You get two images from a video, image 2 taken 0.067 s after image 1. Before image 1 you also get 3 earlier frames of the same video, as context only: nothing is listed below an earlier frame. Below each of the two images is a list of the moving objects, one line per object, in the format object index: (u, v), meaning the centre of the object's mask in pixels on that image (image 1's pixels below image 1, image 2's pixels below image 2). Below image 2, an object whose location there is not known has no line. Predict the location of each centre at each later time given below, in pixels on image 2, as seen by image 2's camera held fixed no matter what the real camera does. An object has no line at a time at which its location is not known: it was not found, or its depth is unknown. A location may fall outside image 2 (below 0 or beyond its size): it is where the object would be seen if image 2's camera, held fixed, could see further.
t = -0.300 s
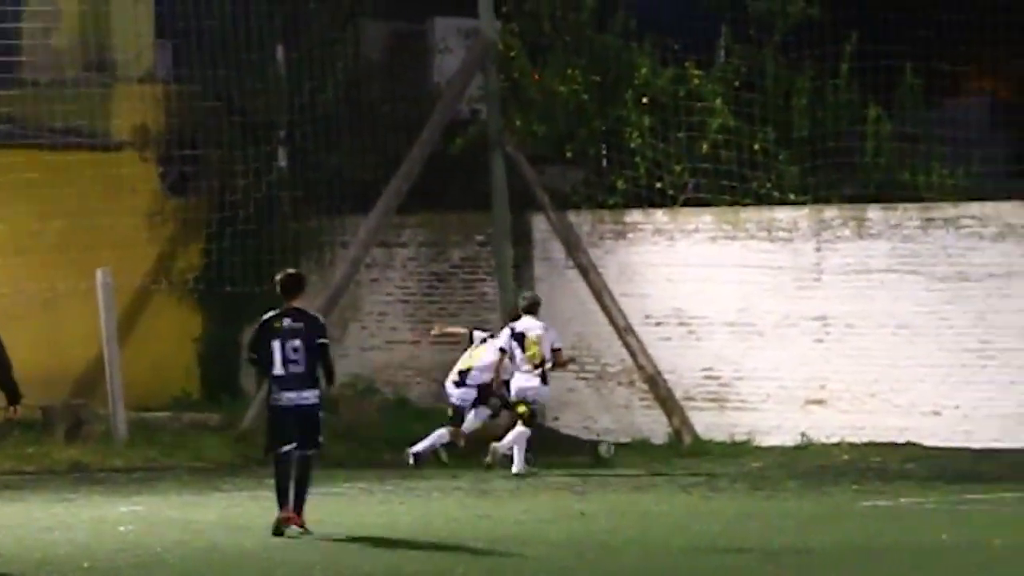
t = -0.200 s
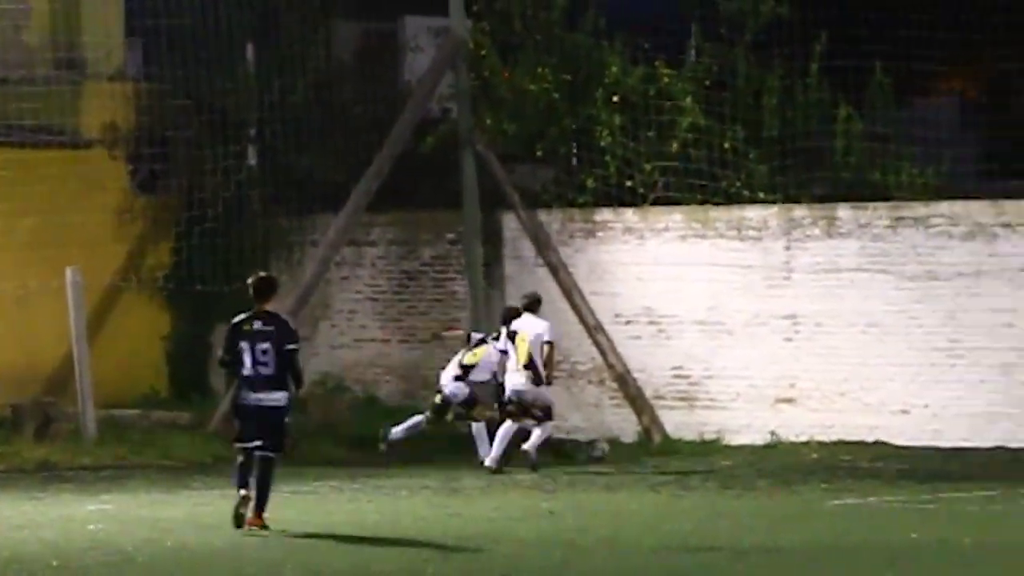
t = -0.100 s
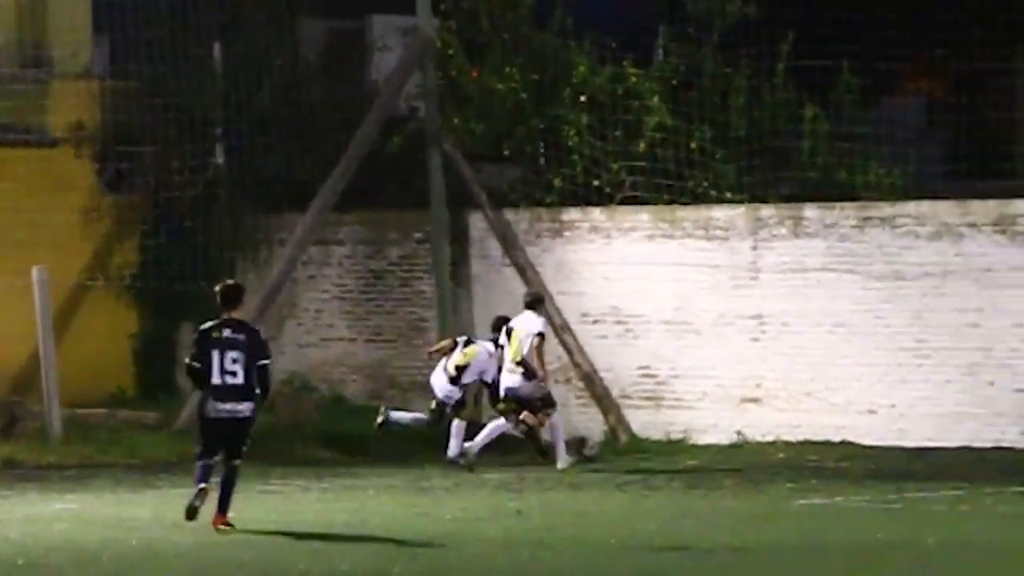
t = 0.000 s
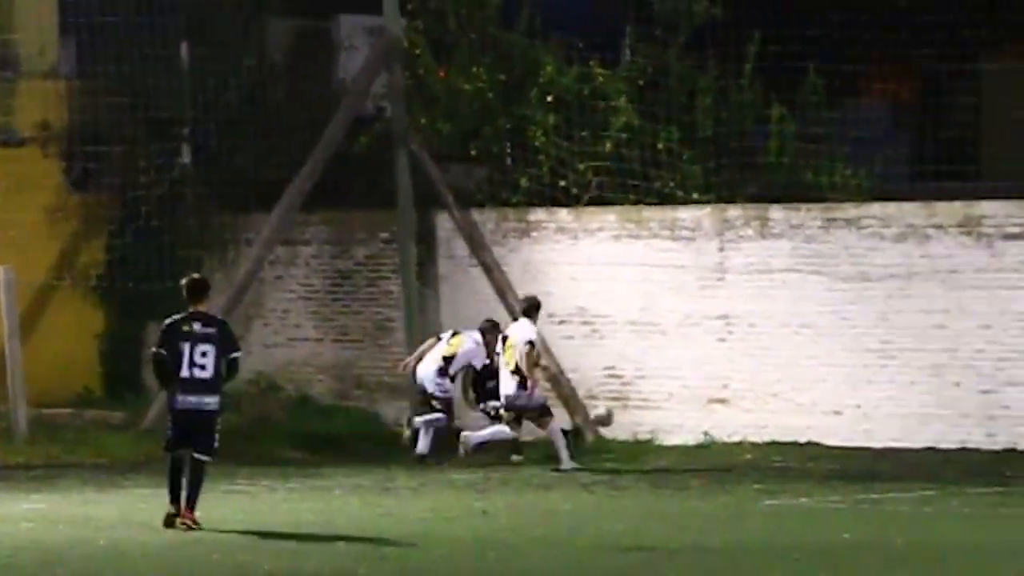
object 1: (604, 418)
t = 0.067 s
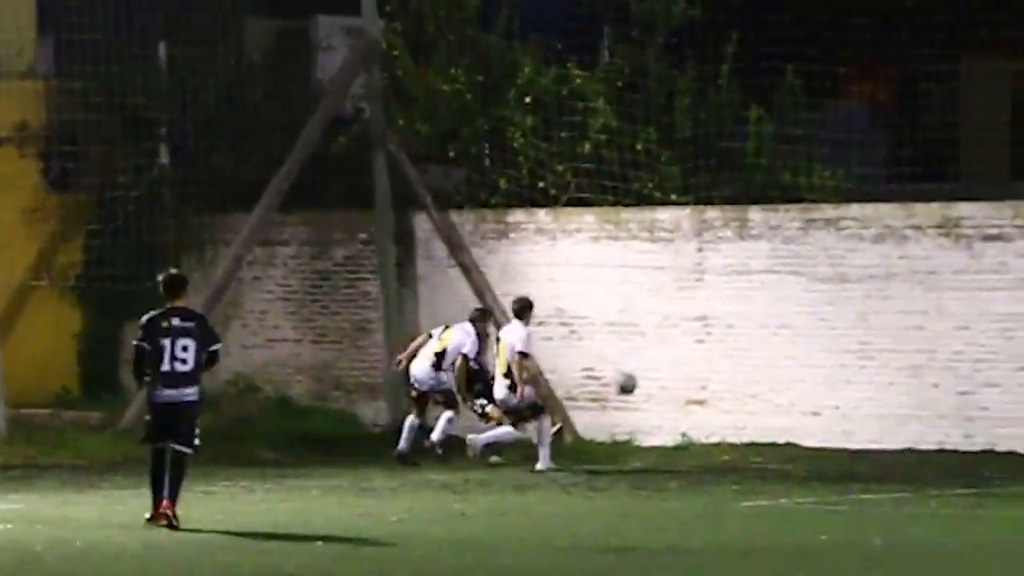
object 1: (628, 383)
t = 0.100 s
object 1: (652, 366)
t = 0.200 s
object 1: (717, 323)
